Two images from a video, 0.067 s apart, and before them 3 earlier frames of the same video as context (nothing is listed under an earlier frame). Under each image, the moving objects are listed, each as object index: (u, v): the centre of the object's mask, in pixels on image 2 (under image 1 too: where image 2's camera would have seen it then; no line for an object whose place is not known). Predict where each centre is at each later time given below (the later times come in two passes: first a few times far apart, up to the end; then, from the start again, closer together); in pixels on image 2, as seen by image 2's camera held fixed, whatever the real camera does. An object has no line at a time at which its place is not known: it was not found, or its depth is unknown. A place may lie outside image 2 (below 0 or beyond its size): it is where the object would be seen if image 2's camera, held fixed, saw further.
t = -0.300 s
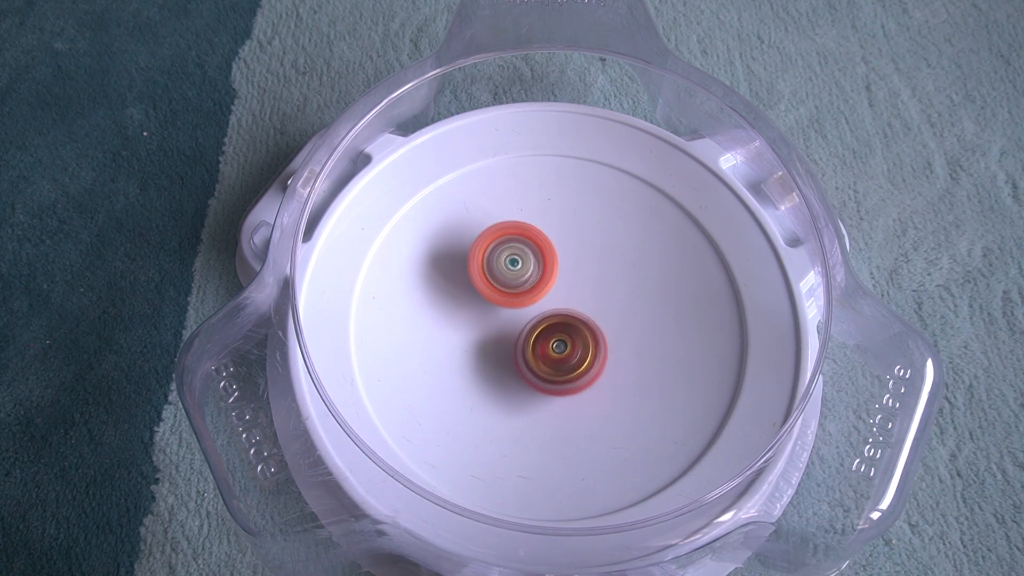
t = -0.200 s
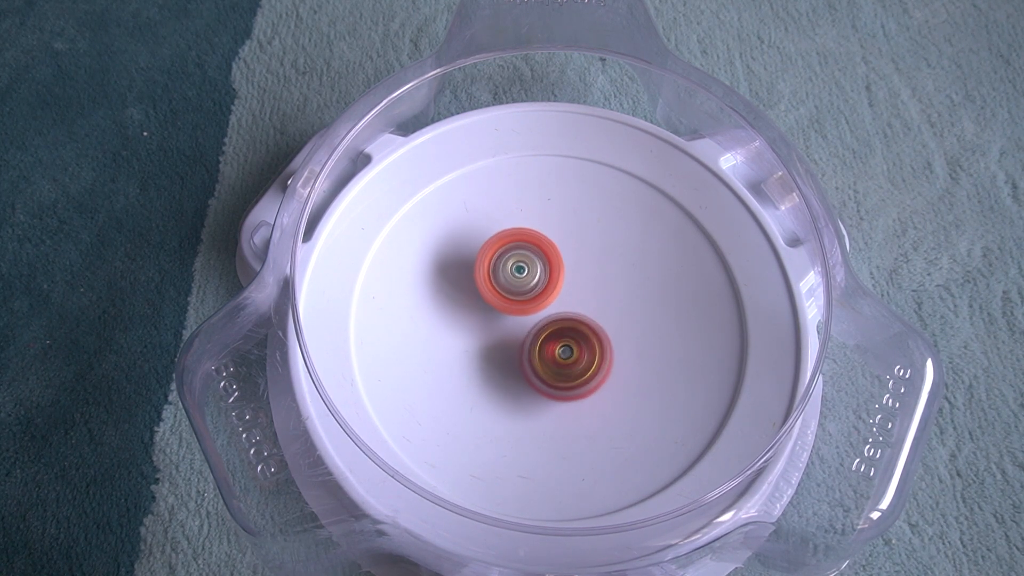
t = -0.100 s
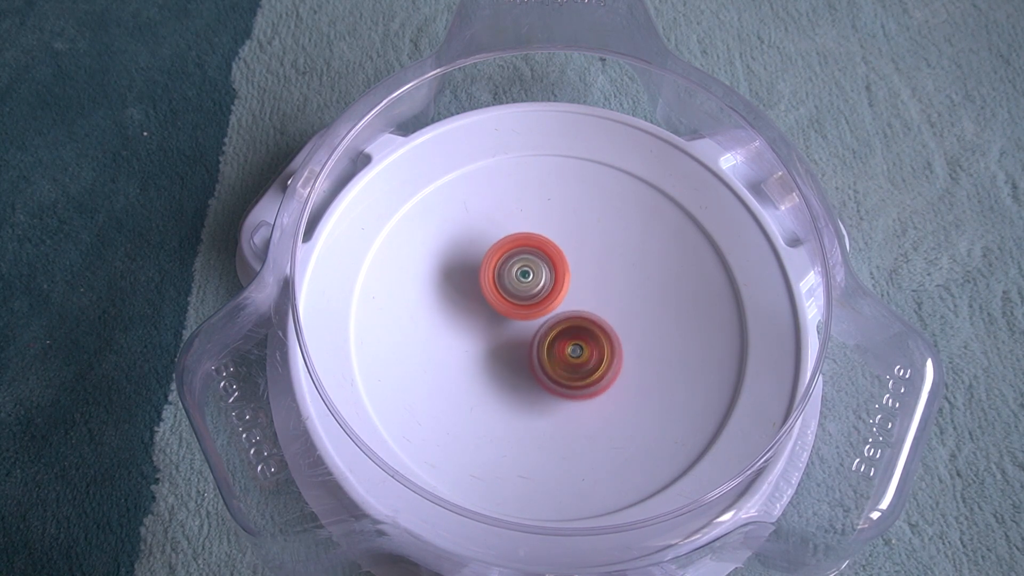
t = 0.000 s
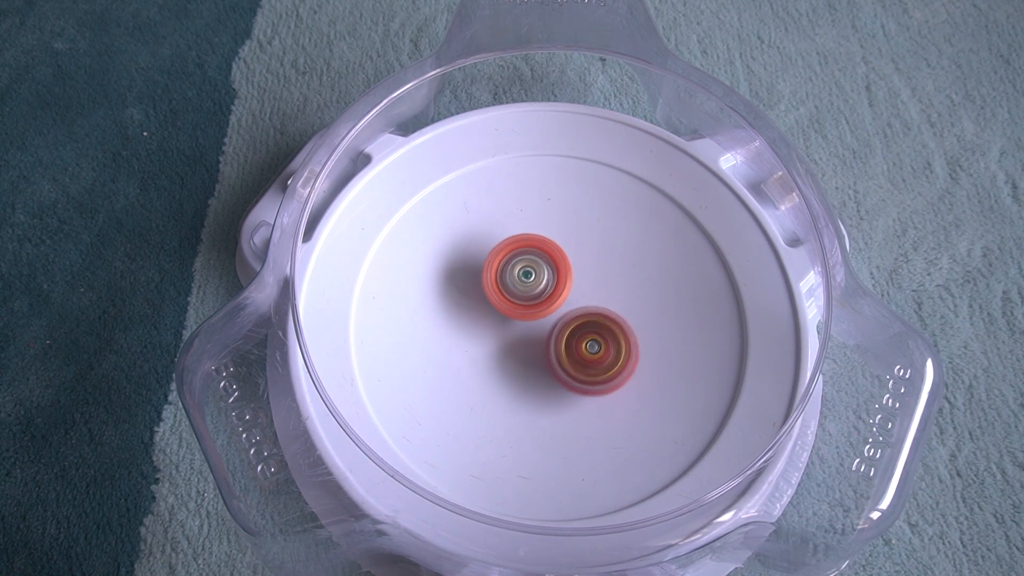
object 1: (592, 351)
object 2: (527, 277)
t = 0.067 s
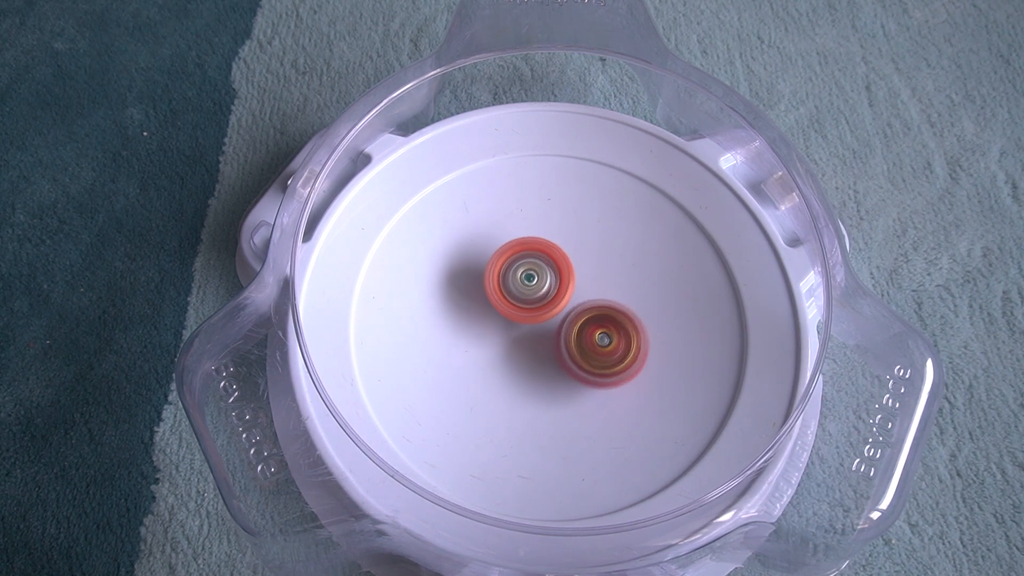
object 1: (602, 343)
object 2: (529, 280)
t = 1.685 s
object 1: (596, 344)
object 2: (483, 278)
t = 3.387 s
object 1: (589, 324)
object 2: (469, 317)
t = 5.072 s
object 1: (567, 304)
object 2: (488, 355)
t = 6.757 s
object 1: (576, 290)
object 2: (517, 377)
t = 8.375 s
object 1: (572, 289)
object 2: (538, 374)
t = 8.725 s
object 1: (572, 281)
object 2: (536, 372)
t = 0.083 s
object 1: (603, 340)
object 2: (530, 281)
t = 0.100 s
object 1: (605, 337)
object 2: (530, 282)
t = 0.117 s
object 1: (609, 336)
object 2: (528, 281)
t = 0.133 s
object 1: (614, 335)
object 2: (525, 279)
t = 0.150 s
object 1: (617, 335)
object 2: (523, 278)
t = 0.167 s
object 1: (619, 334)
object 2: (521, 277)
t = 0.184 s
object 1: (621, 333)
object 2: (521, 278)
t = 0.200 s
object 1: (621, 331)
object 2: (520, 279)
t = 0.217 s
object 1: (620, 329)
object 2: (520, 280)
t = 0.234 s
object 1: (619, 327)
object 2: (520, 281)
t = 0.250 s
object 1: (617, 325)
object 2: (520, 282)
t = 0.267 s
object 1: (614, 323)
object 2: (520, 283)
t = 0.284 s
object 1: (610, 320)
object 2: (519, 284)
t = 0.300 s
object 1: (605, 318)
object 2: (519, 284)
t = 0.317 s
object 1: (604, 317)
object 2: (516, 284)
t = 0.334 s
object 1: (602, 317)
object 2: (513, 284)
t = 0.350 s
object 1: (600, 317)
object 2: (511, 285)
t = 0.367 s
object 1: (598, 318)
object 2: (509, 286)
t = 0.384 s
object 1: (595, 319)
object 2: (508, 287)
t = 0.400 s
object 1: (593, 320)
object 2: (507, 287)
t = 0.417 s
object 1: (590, 321)
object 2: (506, 288)
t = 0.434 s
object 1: (589, 323)
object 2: (503, 288)
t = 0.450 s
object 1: (590, 326)
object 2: (498, 287)
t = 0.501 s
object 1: (590, 332)
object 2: (489, 285)
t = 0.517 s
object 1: (590, 333)
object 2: (488, 285)
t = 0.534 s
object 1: (589, 334)
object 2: (487, 285)
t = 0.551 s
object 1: (588, 334)
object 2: (486, 286)
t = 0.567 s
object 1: (587, 335)
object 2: (486, 286)
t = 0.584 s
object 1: (586, 335)
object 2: (486, 287)
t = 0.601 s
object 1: (585, 335)
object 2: (485, 288)
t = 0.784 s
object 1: (571, 332)
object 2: (483, 293)
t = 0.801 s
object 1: (571, 332)
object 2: (483, 293)
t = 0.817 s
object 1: (569, 332)
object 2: (483, 294)
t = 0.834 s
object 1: (571, 332)
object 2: (480, 292)
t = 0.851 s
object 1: (575, 334)
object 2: (476, 291)
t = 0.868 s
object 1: (578, 335)
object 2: (473, 289)
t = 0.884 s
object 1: (581, 336)
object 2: (471, 289)
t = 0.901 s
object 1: (583, 337)
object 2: (470, 288)
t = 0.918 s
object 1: (584, 337)
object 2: (470, 288)
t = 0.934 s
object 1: (585, 338)
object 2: (470, 288)
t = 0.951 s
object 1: (585, 338)
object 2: (470, 288)
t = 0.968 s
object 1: (585, 338)
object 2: (470, 288)
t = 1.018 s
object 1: (583, 338)
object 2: (470, 288)
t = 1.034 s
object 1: (582, 337)
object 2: (471, 288)
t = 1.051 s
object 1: (581, 337)
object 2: (471, 289)
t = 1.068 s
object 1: (579, 336)
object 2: (471, 288)
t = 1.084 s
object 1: (578, 335)
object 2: (471, 289)
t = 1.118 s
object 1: (574, 334)
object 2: (472, 288)
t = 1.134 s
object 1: (572, 333)
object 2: (473, 289)
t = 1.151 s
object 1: (569, 332)
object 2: (473, 288)
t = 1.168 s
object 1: (567, 331)
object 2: (474, 289)
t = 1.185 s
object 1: (565, 331)
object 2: (475, 288)
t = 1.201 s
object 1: (563, 330)
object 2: (475, 289)
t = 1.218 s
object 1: (562, 330)
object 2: (475, 288)
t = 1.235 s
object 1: (562, 330)
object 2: (474, 287)
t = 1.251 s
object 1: (563, 331)
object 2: (473, 286)
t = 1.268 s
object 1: (563, 331)
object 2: (474, 285)
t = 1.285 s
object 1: (563, 331)
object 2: (475, 285)
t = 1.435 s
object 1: (562, 331)
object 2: (479, 284)
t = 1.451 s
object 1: (563, 331)
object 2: (480, 284)
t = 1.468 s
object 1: (563, 332)
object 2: (481, 284)
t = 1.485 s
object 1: (563, 332)
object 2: (482, 284)
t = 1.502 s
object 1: (564, 332)
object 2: (483, 284)
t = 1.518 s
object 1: (565, 333)
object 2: (483, 283)
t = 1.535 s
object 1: (570, 335)
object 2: (480, 281)
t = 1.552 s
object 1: (575, 337)
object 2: (478, 278)
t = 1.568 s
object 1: (578, 339)
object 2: (476, 277)
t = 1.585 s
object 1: (582, 340)
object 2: (477, 276)
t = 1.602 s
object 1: (586, 342)
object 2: (477, 275)
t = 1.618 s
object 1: (589, 343)
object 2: (478, 276)
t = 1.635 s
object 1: (592, 344)
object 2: (479, 276)
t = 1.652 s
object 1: (593, 344)
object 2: (480, 277)
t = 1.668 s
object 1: (595, 345)
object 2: (482, 277)
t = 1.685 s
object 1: (596, 344)
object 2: (483, 278)
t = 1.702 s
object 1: (597, 344)
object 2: (484, 279)
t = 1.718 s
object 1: (597, 343)
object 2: (485, 280)
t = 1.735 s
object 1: (597, 342)
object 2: (487, 281)
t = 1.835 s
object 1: (589, 335)
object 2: (495, 286)
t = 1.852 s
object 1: (587, 333)
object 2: (497, 286)
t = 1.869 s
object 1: (584, 332)
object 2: (498, 287)
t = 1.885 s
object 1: (583, 331)
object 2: (498, 287)
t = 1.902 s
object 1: (586, 332)
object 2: (496, 285)
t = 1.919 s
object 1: (588, 333)
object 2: (493, 282)
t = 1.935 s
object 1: (591, 334)
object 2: (491, 280)
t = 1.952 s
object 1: (592, 335)
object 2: (490, 279)
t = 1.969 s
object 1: (594, 336)
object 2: (490, 279)
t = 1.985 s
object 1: (595, 336)
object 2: (491, 279)
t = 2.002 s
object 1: (596, 336)
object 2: (492, 280)
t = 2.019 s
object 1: (596, 336)
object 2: (492, 281)
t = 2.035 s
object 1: (595, 336)
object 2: (493, 282)
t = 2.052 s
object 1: (595, 336)
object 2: (493, 282)
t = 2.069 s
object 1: (593, 336)
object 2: (494, 283)
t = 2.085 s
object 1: (593, 336)
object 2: (494, 284)
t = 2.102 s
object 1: (591, 335)
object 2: (495, 285)
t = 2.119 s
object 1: (589, 335)
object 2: (496, 286)
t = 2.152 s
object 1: (584, 334)
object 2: (497, 288)
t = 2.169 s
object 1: (582, 333)
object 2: (498, 289)
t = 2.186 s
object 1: (580, 332)
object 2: (498, 290)
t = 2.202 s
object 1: (579, 333)
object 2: (498, 290)
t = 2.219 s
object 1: (581, 335)
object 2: (494, 288)
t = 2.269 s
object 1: (587, 339)
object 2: (485, 283)
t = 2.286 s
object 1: (589, 340)
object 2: (483, 283)
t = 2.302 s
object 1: (590, 341)
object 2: (483, 283)
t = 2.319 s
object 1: (591, 341)
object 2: (483, 284)
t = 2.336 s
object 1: (591, 341)
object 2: (484, 285)
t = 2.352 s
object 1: (591, 340)
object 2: (484, 286)
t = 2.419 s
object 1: (589, 339)
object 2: (485, 291)
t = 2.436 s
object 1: (589, 339)
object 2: (485, 292)
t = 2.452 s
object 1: (587, 339)
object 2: (486, 293)
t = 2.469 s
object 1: (587, 338)
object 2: (486, 294)
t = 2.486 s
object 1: (585, 338)
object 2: (487, 295)
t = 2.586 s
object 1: (580, 337)
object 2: (490, 302)
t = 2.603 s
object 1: (579, 337)
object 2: (490, 303)
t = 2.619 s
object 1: (578, 337)
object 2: (491, 304)
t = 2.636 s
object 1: (579, 338)
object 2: (489, 303)
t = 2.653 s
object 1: (582, 339)
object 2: (486, 303)
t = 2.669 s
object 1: (585, 341)
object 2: (483, 303)
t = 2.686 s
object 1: (587, 341)
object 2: (481, 302)
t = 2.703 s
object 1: (589, 342)
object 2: (481, 302)
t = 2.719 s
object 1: (590, 342)
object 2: (480, 303)
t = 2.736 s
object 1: (591, 341)
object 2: (481, 303)
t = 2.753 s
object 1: (591, 340)
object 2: (481, 304)
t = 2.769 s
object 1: (591, 340)
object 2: (482, 305)
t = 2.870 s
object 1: (588, 335)
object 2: (483, 309)
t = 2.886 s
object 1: (587, 334)
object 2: (483, 310)
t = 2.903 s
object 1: (587, 333)
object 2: (483, 311)
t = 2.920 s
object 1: (586, 333)
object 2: (483, 311)
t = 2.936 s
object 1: (584, 333)
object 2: (483, 312)
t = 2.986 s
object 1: (581, 332)
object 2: (484, 314)
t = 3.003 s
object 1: (580, 332)
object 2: (484, 314)
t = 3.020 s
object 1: (578, 332)
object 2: (485, 315)
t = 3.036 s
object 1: (578, 332)
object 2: (484, 315)
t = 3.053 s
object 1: (580, 332)
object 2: (481, 314)
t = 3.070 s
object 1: (582, 332)
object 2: (479, 314)
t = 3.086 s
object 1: (584, 332)
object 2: (478, 314)
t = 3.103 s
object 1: (585, 332)
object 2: (478, 315)
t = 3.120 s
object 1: (585, 332)
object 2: (479, 315)
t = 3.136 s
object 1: (585, 331)
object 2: (479, 316)
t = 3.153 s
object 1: (585, 331)
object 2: (479, 316)
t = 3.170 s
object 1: (585, 330)
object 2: (480, 317)
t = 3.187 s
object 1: (585, 330)
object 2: (480, 317)
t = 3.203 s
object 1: (583, 329)
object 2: (480, 317)
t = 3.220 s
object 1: (583, 329)
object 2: (480, 318)
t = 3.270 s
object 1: (578, 327)
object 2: (481, 319)
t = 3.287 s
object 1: (577, 327)
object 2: (482, 319)
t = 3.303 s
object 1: (575, 326)
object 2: (481, 320)
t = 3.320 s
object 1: (576, 326)
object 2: (479, 319)
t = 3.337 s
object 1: (581, 325)
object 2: (475, 319)
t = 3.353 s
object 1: (584, 325)
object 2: (471, 318)
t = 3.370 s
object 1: (587, 324)
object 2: (470, 318)
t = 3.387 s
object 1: (589, 324)
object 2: (469, 317)
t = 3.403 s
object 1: (591, 323)
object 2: (469, 317)
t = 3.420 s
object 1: (592, 323)
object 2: (469, 317)
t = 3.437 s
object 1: (592, 322)
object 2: (471, 317)
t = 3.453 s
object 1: (592, 322)
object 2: (472, 318)
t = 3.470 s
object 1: (592, 322)
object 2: (474, 318)
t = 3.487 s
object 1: (591, 321)
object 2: (475, 318)
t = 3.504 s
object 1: (590, 321)
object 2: (477, 318)
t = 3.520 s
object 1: (588, 321)
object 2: (478, 319)
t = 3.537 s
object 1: (587, 321)
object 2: (480, 319)
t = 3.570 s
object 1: (584, 320)
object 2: (483, 320)
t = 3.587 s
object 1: (581, 320)
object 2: (484, 320)
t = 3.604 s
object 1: (580, 320)
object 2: (486, 320)
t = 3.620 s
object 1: (577, 320)
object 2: (486, 320)
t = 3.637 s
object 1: (578, 321)
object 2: (484, 320)
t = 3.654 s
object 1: (582, 321)
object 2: (479, 320)
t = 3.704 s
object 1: (593, 322)
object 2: (466, 319)
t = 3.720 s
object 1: (596, 322)
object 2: (465, 319)
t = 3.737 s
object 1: (597, 321)
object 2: (464, 319)
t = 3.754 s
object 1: (598, 321)
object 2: (464, 319)
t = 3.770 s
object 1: (599, 320)
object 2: (465, 319)
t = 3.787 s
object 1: (599, 320)
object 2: (466, 319)
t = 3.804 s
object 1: (599, 319)
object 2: (466, 320)
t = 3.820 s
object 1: (598, 319)
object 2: (467, 320)
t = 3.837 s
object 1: (597, 319)
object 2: (468, 320)
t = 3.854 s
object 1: (596, 318)
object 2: (469, 320)
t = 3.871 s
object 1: (595, 319)
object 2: (469, 320)
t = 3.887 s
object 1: (593, 319)
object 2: (471, 321)
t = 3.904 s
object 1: (592, 319)
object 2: (471, 321)
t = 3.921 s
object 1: (590, 319)
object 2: (473, 321)
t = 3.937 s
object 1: (589, 320)
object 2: (473, 321)
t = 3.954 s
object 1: (588, 320)
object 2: (475, 321)
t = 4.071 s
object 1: (580, 324)
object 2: (483, 323)
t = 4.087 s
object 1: (580, 324)
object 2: (484, 323)
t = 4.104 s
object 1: (579, 325)
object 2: (485, 323)
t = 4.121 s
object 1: (579, 325)
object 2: (484, 323)
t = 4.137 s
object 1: (583, 325)
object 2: (481, 323)
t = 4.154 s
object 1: (586, 324)
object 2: (478, 323)
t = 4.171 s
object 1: (589, 324)
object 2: (476, 323)
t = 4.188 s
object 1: (590, 324)
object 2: (476, 323)
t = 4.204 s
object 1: (592, 324)
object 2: (476, 322)
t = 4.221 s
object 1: (593, 322)
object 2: (477, 322)
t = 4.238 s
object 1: (593, 322)
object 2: (478, 323)
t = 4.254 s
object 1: (594, 321)
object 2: (479, 323)
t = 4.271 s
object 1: (594, 321)
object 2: (481, 324)
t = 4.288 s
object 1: (594, 320)
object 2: (481, 324)
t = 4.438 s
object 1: (586, 316)
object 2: (490, 328)
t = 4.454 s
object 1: (584, 315)
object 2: (491, 328)
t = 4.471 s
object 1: (583, 314)
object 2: (492, 328)
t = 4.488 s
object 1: (582, 313)
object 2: (492, 329)
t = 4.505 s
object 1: (584, 312)
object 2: (490, 329)
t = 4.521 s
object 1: (587, 310)
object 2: (487, 330)
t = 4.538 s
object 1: (590, 308)
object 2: (485, 330)
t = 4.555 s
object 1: (592, 306)
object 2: (484, 330)
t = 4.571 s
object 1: (593, 304)
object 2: (484, 331)
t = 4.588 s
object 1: (594, 303)
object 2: (485, 331)
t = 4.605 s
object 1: (594, 302)
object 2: (485, 332)
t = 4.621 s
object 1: (593, 300)
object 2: (486, 332)
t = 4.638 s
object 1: (593, 299)
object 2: (487, 333)
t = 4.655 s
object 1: (591, 298)
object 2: (489, 333)
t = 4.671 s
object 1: (589, 298)
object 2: (490, 334)
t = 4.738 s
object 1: (579, 297)
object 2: (495, 335)
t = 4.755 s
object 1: (575, 297)
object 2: (495, 335)
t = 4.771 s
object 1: (573, 297)
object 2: (496, 336)
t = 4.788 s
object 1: (572, 296)
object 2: (494, 337)
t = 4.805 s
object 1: (573, 294)
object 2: (491, 340)
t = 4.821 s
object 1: (574, 293)
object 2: (488, 342)
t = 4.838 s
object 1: (575, 292)
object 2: (487, 344)
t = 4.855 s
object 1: (575, 291)
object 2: (486, 346)
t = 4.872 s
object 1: (575, 290)
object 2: (486, 347)
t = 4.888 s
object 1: (575, 290)
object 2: (486, 348)
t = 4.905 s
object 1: (575, 290)
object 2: (486, 349)
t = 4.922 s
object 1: (574, 290)
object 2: (486, 349)
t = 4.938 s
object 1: (573, 291)
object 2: (486, 350)
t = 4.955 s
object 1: (573, 292)
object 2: (487, 351)
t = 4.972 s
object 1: (572, 293)
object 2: (487, 352)
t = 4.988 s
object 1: (572, 294)
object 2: (487, 352)
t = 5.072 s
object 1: (567, 304)
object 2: (488, 355)
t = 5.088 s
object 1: (566, 306)
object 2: (488, 355)
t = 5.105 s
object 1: (565, 308)
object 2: (488, 356)
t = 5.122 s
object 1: (565, 310)
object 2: (488, 356)
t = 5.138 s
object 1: (565, 312)
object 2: (489, 356)
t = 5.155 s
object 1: (565, 314)
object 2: (489, 356)
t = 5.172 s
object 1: (565, 316)
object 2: (489, 357)
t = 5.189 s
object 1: (565, 318)
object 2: (488, 357)
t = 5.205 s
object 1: (570, 318)
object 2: (483, 360)
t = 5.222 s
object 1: (575, 317)
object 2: (478, 362)
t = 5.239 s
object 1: (579, 317)
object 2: (474, 365)
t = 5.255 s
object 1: (583, 315)
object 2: (471, 366)
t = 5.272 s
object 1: (586, 315)
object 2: (470, 366)
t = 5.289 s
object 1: (589, 314)
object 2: (470, 366)
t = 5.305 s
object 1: (591, 314)
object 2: (470, 366)
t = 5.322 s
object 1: (593, 313)
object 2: (471, 366)
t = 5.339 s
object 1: (594, 313)
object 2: (472, 366)
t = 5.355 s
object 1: (595, 313)
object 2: (473, 367)
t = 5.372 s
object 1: (596, 312)
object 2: (473, 367)
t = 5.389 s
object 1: (596, 311)
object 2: (474, 367)
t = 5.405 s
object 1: (596, 310)
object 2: (474, 367)
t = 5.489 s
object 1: (594, 307)
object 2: (477, 366)
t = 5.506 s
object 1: (593, 307)
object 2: (478, 366)
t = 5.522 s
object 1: (592, 306)
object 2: (478, 366)
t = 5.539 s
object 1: (591, 306)
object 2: (479, 366)
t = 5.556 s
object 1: (590, 306)
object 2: (480, 366)
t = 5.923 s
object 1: (574, 305)
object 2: (504, 360)
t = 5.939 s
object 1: (573, 305)
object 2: (506, 360)
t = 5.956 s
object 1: (572, 305)
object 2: (506, 360)
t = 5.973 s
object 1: (572, 304)
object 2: (506, 360)
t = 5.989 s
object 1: (572, 303)
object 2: (507, 360)
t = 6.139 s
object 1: (571, 300)
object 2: (514, 361)
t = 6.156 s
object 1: (571, 299)
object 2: (514, 361)
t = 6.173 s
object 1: (571, 299)
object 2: (515, 361)
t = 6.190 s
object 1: (571, 298)
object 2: (516, 362)
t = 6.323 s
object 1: (570, 298)
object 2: (521, 365)
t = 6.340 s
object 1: (570, 297)
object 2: (521, 365)
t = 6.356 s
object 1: (570, 297)
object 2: (521, 366)
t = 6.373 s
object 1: (570, 296)
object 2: (521, 367)
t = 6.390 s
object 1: (570, 296)
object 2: (521, 368)
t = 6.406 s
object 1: (570, 295)
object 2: (521, 368)
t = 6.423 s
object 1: (569, 295)
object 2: (521, 368)
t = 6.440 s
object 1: (569, 295)
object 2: (522, 368)
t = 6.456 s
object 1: (568, 295)
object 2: (522, 369)
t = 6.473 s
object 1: (568, 296)
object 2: (522, 369)
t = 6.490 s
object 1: (568, 296)
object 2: (523, 369)
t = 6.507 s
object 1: (568, 296)
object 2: (523, 370)
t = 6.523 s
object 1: (568, 297)
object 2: (524, 370)
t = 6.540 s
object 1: (567, 297)
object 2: (524, 371)
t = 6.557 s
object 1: (567, 298)
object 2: (523, 371)
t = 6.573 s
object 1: (567, 298)
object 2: (523, 372)
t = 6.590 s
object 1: (567, 298)
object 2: (522, 371)
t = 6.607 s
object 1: (567, 299)
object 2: (523, 371)
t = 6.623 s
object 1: (568, 299)
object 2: (522, 372)
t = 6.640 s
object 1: (569, 297)
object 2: (520, 375)
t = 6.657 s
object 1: (572, 295)
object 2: (518, 377)
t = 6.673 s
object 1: (573, 293)
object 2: (518, 377)
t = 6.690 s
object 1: (575, 292)
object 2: (517, 378)
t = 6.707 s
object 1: (575, 291)
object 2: (516, 378)
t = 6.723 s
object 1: (576, 291)
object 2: (517, 378)
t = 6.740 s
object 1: (576, 290)
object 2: (517, 377)
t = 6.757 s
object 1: (576, 290)
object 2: (517, 377)
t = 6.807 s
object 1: (576, 290)
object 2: (518, 376)
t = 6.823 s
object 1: (575, 291)
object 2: (519, 376)
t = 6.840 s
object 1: (575, 291)
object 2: (519, 375)
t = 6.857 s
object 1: (574, 292)
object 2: (520, 375)
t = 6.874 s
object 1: (574, 292)
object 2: (520, 374)
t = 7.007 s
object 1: (571, 297)
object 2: (523, 370)
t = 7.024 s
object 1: (571, 298)
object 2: (523, 369)
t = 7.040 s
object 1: (570, 298)
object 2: (523, 369)
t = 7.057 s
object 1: (571, 298)
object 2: (523, 368)
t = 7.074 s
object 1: (571, 296)
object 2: (521, 369)
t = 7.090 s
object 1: (573, 293)
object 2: (520, 371)
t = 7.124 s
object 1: (575, 288)
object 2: (518, 371)
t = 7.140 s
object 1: (575, 286)
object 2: (517, 370)
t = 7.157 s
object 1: (575, 285)
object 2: (517, 369)
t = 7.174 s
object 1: (575, 284)
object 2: (518, 369)
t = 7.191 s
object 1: (574, 283)
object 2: (519, 368)
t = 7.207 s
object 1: (573, 283)
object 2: (520, 368)
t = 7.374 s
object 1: (569, 288)
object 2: (525, 363)
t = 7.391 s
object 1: (569, 288)
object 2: (526, 362)
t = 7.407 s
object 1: (569, 289)
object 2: (527, 362)
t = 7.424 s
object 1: (569, 289)
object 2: (527, 362)
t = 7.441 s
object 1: (570, 288)
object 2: (527, 361)
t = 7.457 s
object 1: (570, 288)
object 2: (527, 361)
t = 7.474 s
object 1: (570, 287)
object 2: (527, 360)
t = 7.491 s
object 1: (570, 286)
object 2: (527, 360)
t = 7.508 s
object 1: (570, 285)
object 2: (528, 360)
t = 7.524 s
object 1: (570, 285)
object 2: (528, 360)
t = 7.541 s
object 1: (570, 285)
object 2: (529, 360)
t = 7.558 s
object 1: (570, 285)
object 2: (530, 360)
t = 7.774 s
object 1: (571, 285)
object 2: (538, 360)
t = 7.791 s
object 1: (572, 285)
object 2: (538, 360)
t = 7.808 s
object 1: (571, 284)
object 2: (539, 359)
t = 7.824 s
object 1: (571, 284)
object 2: (539, 360)
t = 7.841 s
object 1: (571, 284)
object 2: (539, 360)
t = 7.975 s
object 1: (571, 285)
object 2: (542, 364)
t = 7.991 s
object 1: (571, 284)
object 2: (541, 367)
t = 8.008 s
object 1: (571, 283)
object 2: (540, 369)
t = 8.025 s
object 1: (571, 281)
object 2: (539, 370)
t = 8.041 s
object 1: (571, 281)
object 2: (539, 371)
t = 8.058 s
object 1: (571, 280)
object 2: (539, 371)
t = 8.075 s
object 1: (570, 280)
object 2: (539, 371)
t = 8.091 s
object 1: (569, 281)
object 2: (540, 370)
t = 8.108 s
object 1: (569, 281)
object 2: (540, 371)
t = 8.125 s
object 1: (569, 281)
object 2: (540, 371)
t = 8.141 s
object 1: (569, 282)
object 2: (540, 371)
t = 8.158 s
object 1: (569, 283)
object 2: (540, 371)
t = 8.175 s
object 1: (569, 284)
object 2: (541, 371)
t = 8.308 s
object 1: (570, 290)
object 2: (540, 371)
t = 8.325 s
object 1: (569, 290)
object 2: (540, 371)
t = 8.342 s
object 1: (570, 291)
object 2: (540, 371)
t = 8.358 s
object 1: (571, 290)
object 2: (539, 373)
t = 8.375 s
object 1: (572, 289)
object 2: (538, 374)
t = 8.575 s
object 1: (574, 286)
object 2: (536, 373)
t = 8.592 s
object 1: (575, 284)
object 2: (535, 375)
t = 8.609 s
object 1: (575, 282)
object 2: (534, 376)
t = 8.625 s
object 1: (575, 281)
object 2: (533, 375)
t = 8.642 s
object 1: (575, 281)
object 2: (534, 375)
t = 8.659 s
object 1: (574, 280)
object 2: (534, 374)
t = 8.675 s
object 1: (574, 280)
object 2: (534, 373)
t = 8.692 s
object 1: (573, 280)
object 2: (535, 373)
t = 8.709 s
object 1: (573, 280)
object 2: (535, 372)
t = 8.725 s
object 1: (572, 281)
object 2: (536, 372)
